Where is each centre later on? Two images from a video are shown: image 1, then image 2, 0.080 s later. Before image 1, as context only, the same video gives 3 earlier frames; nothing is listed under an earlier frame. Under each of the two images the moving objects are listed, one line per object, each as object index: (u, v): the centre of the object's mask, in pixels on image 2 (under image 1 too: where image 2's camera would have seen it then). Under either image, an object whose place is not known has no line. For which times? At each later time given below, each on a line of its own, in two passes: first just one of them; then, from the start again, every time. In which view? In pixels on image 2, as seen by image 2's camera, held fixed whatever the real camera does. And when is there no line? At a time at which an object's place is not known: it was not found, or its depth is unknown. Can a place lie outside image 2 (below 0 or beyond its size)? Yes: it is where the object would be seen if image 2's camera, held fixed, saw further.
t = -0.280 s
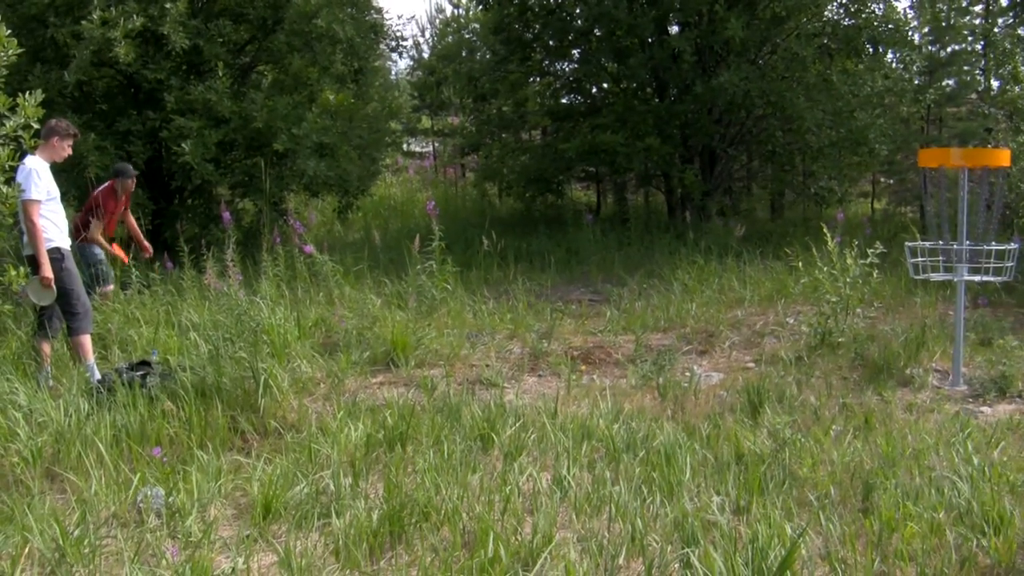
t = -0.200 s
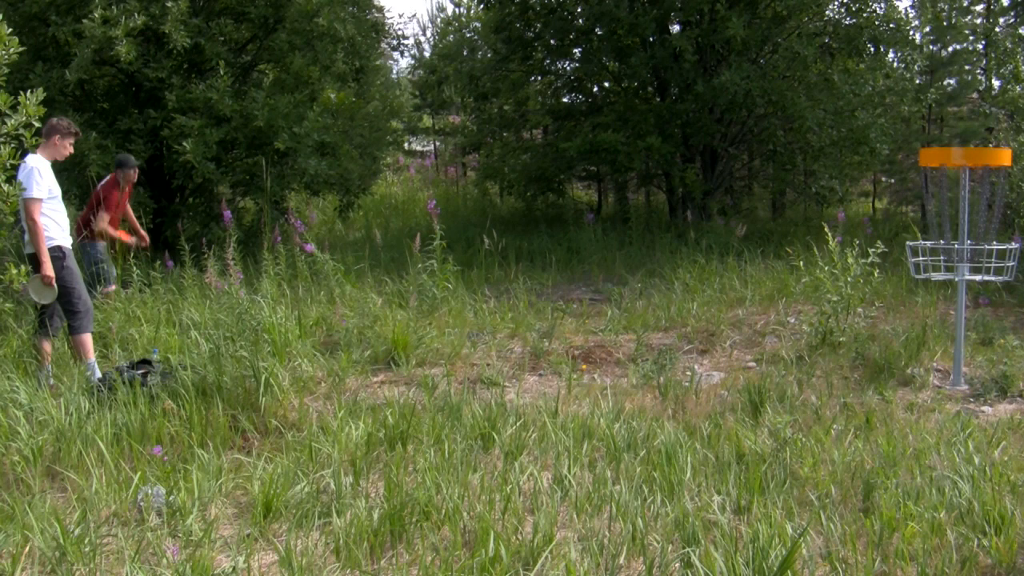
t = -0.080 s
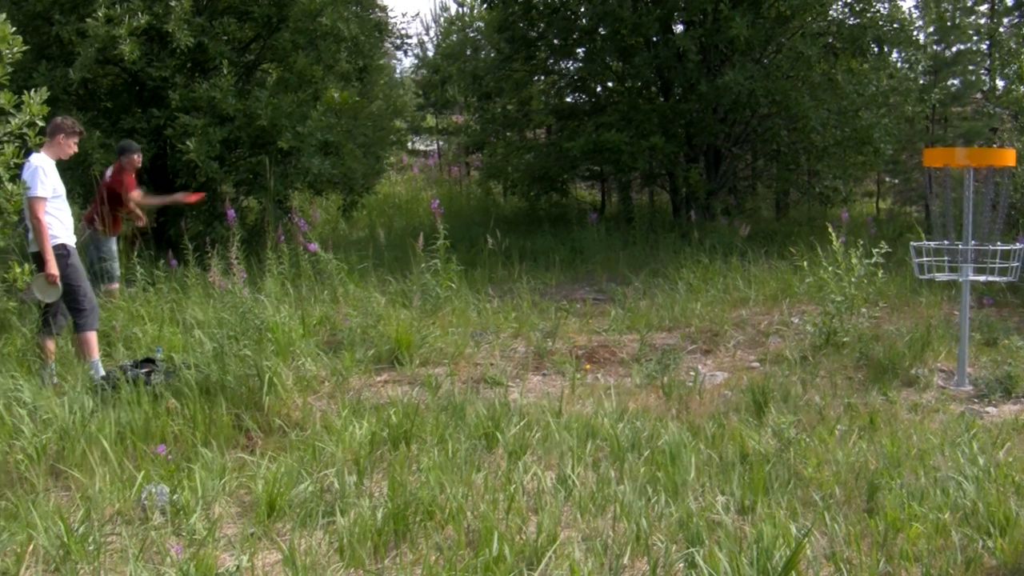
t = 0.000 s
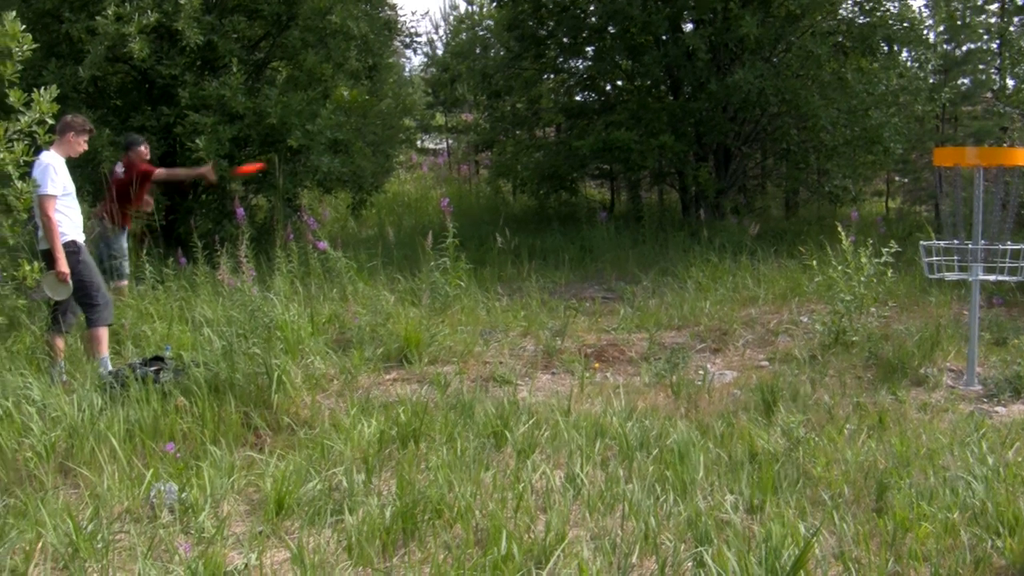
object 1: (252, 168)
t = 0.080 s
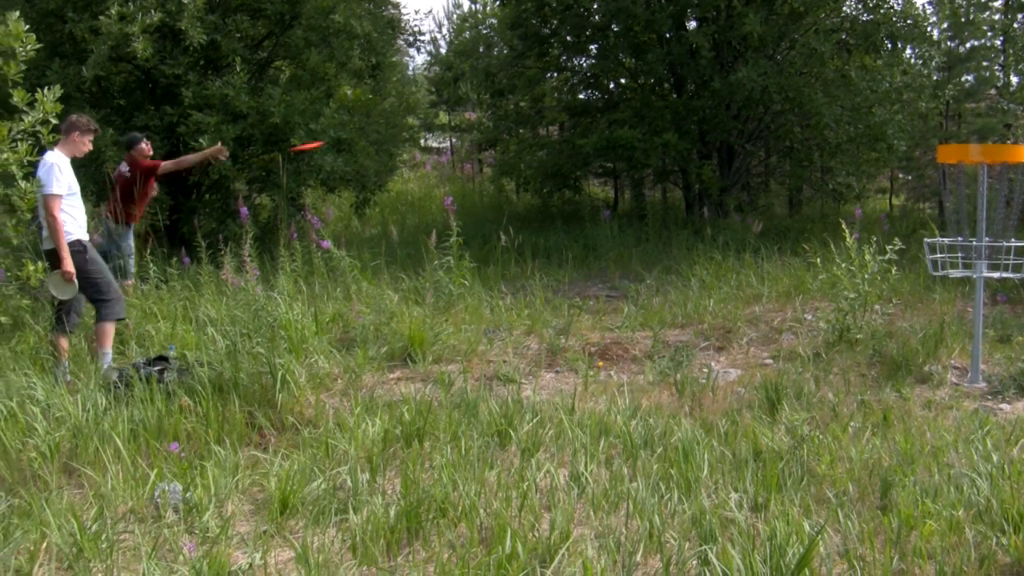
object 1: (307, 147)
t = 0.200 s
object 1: (394, 130)
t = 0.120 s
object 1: (336, 140)
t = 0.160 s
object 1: (365, 135)
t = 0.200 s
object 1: (394, 130)
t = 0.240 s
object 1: (424, 129)
